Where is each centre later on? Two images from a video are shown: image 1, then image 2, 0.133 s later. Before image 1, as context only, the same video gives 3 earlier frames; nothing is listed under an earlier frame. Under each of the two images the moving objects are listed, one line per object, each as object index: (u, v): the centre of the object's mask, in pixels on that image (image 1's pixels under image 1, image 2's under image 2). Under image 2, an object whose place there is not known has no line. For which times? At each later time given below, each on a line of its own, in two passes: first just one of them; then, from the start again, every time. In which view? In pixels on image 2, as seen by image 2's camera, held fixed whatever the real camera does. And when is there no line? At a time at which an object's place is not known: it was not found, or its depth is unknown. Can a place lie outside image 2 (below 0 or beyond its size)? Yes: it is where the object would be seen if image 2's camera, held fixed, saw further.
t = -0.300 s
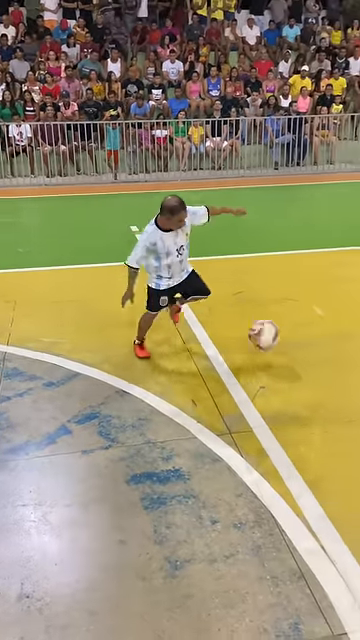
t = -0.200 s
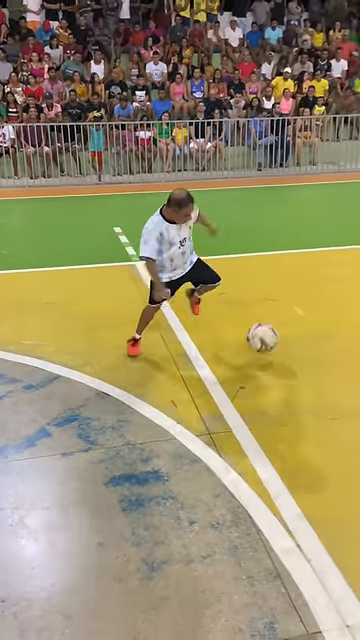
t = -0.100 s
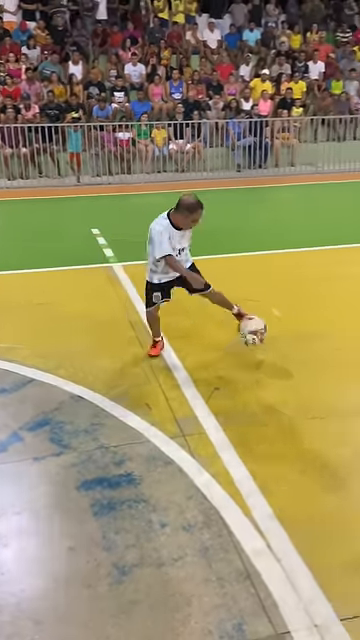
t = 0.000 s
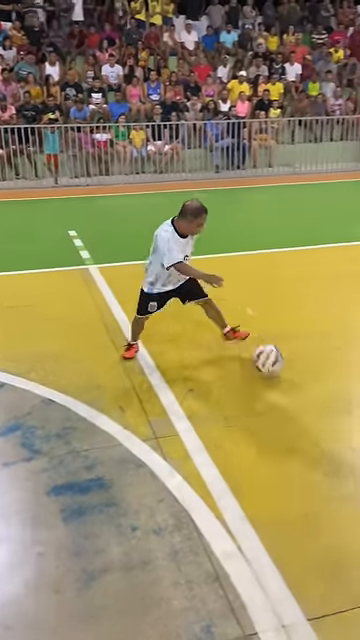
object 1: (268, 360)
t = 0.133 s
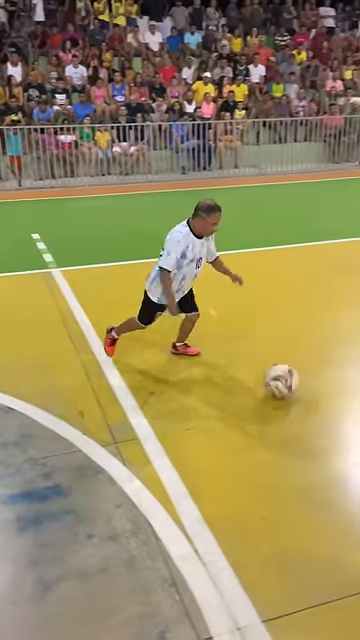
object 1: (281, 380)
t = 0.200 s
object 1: (305, 386)
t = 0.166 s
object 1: (292, 382)
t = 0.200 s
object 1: (305, 386)
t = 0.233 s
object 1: (318, 389)
